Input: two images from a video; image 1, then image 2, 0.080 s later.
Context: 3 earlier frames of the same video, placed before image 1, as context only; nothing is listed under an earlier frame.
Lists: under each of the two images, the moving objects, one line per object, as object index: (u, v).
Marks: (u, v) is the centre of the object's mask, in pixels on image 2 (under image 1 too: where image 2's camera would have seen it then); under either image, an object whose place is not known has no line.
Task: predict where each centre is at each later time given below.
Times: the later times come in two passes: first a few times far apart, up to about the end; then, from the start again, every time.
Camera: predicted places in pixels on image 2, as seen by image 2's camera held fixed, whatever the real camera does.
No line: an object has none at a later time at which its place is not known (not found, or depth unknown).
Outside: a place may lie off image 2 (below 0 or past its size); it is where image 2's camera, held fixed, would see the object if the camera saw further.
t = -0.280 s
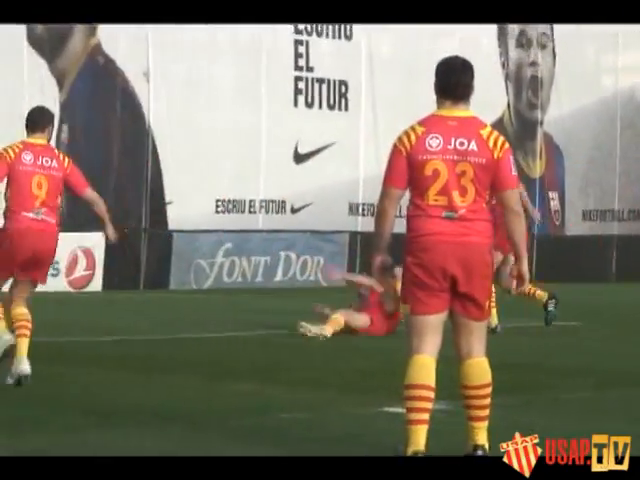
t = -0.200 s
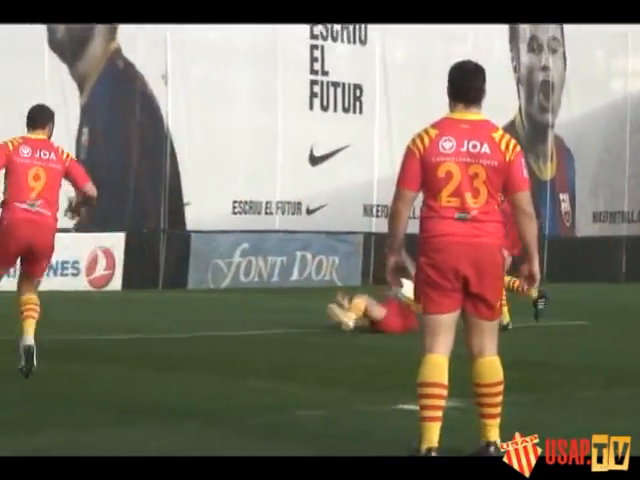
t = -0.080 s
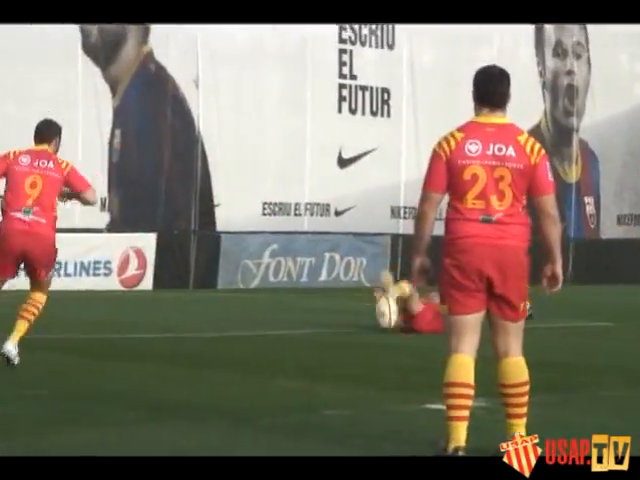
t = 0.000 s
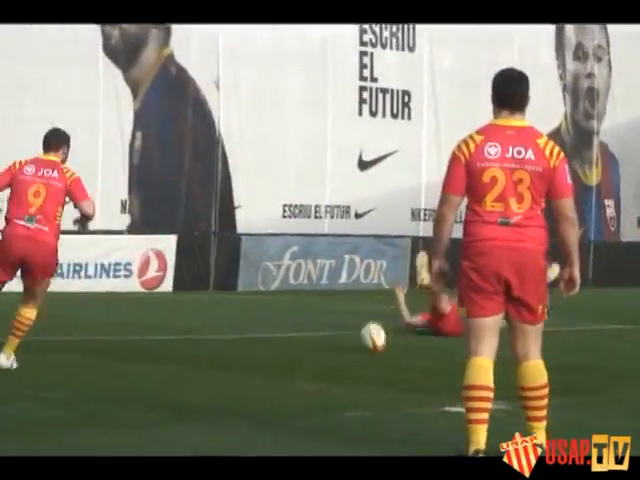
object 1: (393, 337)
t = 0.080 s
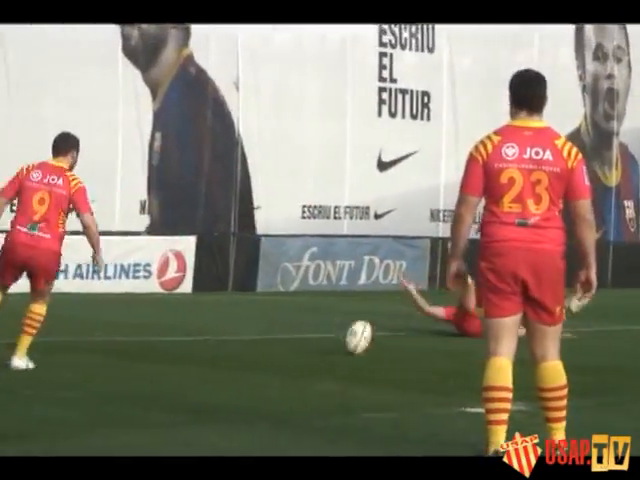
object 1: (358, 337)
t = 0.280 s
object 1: (274, 327)
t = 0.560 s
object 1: (169, 287)
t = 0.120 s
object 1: (342, 334)
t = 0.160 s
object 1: (323, 335)
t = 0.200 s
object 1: (304, 338)
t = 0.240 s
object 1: (286, 342)
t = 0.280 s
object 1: (274, 327)
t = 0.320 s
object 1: (258, 315)
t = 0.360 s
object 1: (243, 305)
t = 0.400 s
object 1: (229, 298)
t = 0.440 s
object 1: (215, 293)
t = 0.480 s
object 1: (200, 288)
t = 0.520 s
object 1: (185, 287)
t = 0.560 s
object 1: (169, 287)
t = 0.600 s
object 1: (155, 290)
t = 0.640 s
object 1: (140, 294)
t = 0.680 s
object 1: (123, 301)
